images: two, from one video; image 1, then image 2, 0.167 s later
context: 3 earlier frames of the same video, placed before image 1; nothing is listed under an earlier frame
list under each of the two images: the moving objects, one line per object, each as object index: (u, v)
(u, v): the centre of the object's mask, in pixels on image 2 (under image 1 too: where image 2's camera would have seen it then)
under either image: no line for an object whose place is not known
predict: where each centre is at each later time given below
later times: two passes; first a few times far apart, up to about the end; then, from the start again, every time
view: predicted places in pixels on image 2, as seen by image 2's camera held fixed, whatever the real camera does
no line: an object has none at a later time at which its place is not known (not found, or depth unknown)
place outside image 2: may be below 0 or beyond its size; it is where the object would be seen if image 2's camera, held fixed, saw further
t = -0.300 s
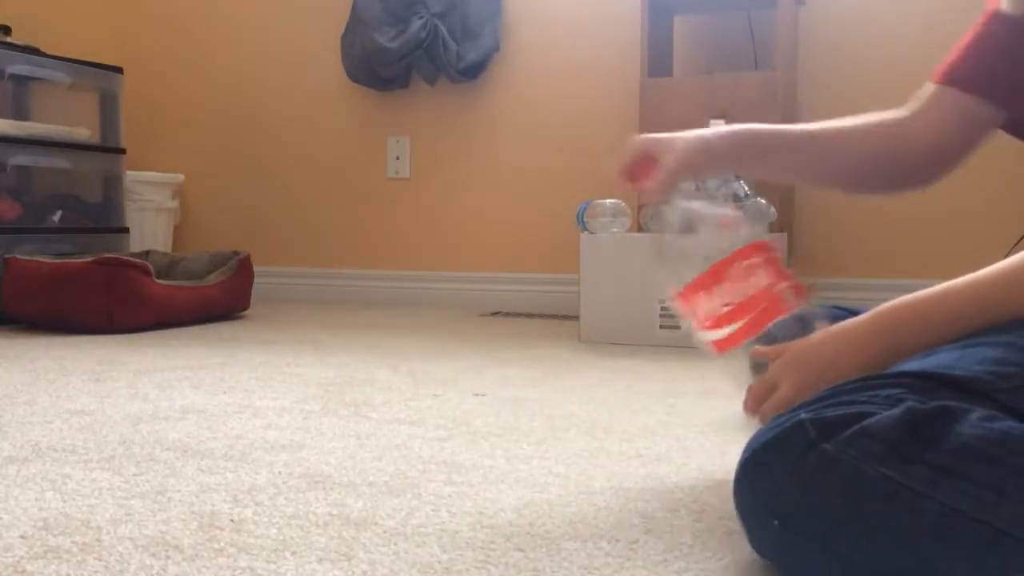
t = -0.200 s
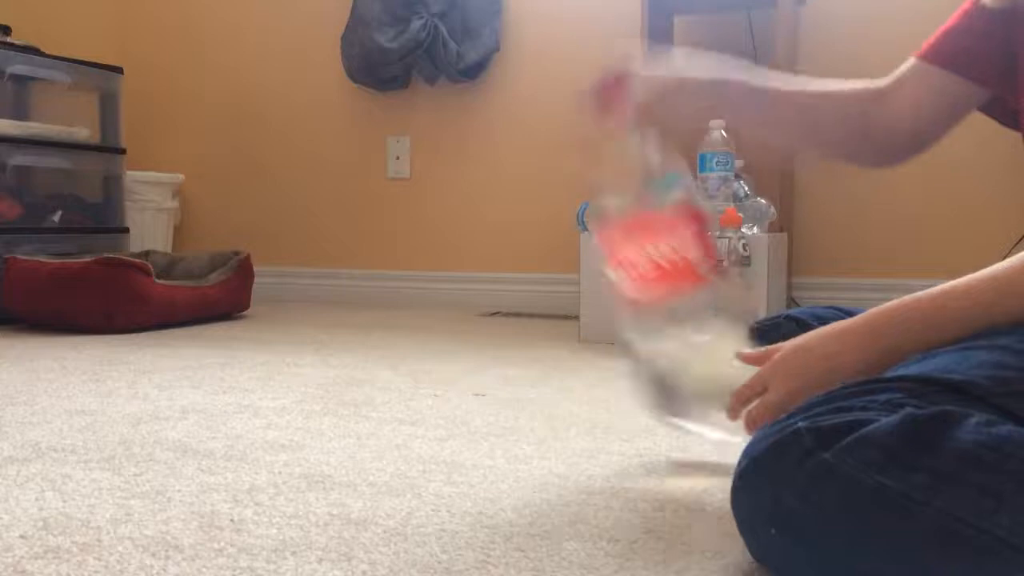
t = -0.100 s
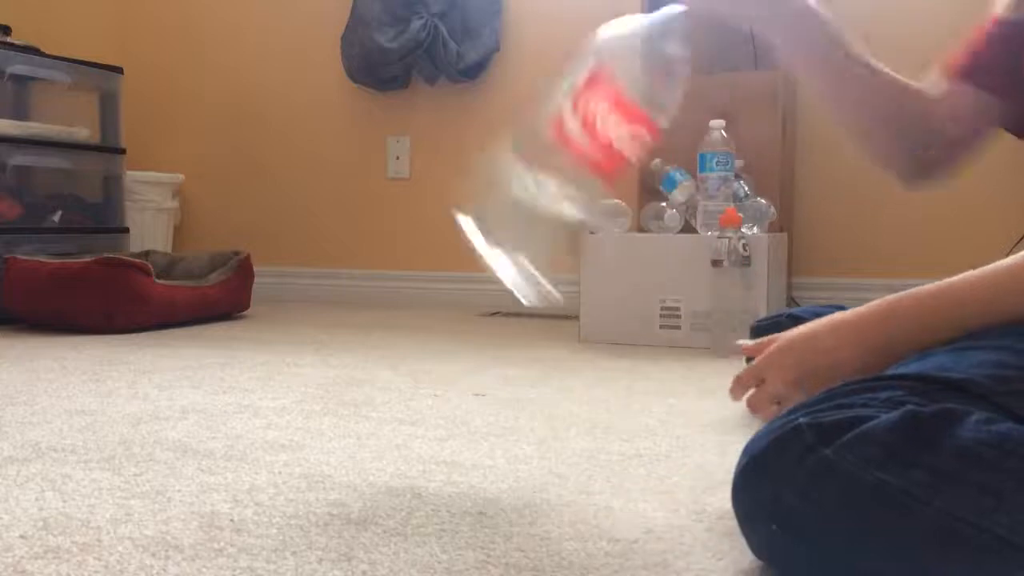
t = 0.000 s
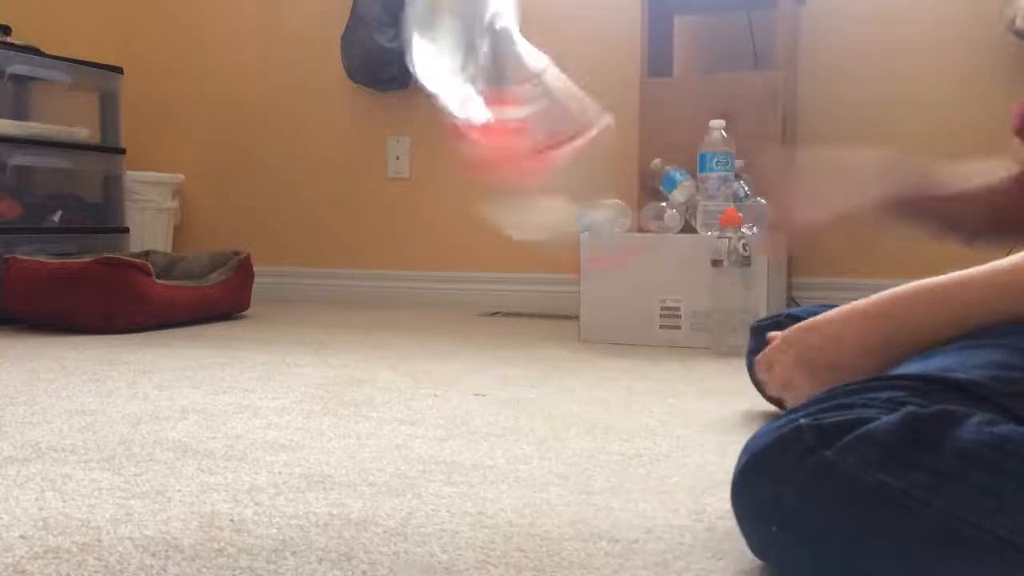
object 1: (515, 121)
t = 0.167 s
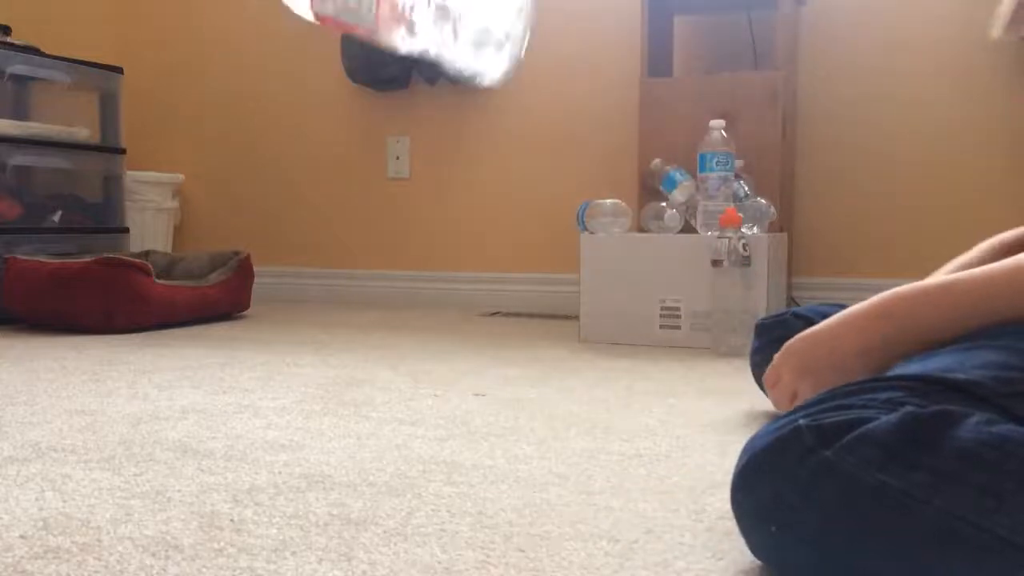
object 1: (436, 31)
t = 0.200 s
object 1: (431, 46)
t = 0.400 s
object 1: (408, 304)
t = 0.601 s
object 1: (423, 303)
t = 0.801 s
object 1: (432, 307)
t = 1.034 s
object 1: (405, 306)
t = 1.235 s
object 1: (407, 306)
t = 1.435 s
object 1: (406, 306)
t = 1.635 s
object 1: (406, 306)
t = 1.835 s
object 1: (406, 306)
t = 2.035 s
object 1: (406, 306)
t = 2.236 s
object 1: (406, 306)
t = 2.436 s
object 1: (406, 306)
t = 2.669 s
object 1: (406, 306)
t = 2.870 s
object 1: (406, 306)
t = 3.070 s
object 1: (407, 305)
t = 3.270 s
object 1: (406, 306)
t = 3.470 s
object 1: (407, 305)
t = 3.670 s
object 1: (406, 306)
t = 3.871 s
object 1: (406, 306)
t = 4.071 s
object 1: (406, 306)
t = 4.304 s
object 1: (406, 306)
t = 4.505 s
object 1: (406, 306)
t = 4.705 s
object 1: (407, 305)
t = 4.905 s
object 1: (406, 306)
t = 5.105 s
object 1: (406, 306)
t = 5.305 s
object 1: (406, 306)
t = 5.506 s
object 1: (406, 306)
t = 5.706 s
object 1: (406, 306)
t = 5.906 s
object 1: (406, 306)
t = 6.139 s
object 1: (406, 306)
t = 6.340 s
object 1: (406, 306)
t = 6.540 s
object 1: (406, 306)
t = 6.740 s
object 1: (406, 306)
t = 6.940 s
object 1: (406, 306)
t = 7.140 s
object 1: (406, 306)
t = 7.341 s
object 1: (407, 305)
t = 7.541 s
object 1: (407, 306)
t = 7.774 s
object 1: (406, 306)
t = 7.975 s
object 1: (406, 306)
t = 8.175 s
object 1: (406, 306)
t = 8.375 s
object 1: (407, 306)
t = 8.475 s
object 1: (407, 306)
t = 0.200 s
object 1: (431, 46)
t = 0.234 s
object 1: (418, 68)
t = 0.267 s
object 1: (406, 97)
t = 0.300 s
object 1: (398, 135)
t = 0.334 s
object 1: (398, 188)
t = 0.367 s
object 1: (402, 254)
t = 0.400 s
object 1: (408, 304)
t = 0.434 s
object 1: (415, 306)
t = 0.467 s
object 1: (415, 305)
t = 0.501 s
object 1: (414, 303)
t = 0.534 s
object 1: (417, 303)
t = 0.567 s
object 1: (420, 304)
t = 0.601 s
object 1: (423, 303)
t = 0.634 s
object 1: (426, 306)
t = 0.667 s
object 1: (430, 307)
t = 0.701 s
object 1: (433, 306)
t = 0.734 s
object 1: (435, 306)
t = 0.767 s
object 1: (434, 307)
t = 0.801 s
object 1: (432, 307)
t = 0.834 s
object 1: (426, 306)
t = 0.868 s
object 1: (420, 306)
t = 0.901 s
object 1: (412, 305)
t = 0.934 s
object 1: (407, 304)
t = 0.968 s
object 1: (403, 304)
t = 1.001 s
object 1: (403, 305)
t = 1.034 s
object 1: (405, 306)
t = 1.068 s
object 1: (405, 305)
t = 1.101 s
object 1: (406, 306)
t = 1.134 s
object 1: (406, 306)
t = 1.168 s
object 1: (406, 306)
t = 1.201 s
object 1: (406, 306)
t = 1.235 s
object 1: (407, 306)
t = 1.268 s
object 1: (408, 306)
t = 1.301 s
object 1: (407, 306)
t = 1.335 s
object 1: (406, 306)
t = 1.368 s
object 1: (406, 306)
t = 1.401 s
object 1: (406, 306)
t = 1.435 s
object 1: (406, 306)
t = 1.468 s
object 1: (406, 305)
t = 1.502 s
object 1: (406, 306)
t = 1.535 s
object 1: (406, 305)
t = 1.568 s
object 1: (406, 306)
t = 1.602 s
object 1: (406, 306)
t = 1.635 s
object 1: (406, 306)
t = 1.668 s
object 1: (406, 306)
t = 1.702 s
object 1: (406, 306)
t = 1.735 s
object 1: (406, 305)
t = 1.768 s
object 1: (406, 305)
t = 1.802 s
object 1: (406, 306)
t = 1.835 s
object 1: (406, 306)
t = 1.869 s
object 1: (406, 306)
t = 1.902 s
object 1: (406, 306)
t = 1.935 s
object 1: (406, 306)
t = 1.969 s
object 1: (406, 306)
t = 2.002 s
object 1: (406, 306)
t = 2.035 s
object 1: (406, 306)
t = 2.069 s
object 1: (406, 305)
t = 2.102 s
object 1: (406, 306)
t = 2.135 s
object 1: (406, 306)
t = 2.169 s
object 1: (406, 306)
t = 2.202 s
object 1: (406, 306)
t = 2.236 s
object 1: (406, 306)
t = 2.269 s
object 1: (406, 306)
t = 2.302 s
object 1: (407, 305)
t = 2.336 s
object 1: (407, 305)
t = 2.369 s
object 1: (406, 306)
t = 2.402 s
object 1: (406, 306)
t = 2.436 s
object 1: (406, 306)
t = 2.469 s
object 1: (406, 306)
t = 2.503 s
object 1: (406, 306)
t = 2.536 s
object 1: (406, 306)
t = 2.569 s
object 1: (406, 306)
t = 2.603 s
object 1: (407, 305)
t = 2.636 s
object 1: (406, 306)
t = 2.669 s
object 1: (406, 306)
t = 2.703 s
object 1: (406, 306)
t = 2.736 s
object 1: (406, 306)
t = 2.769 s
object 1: (407, 305)
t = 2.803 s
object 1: (406, 306)
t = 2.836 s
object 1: (407, 305)
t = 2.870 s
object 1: (406, 306)
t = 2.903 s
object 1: (406, 306)
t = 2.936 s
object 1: (406, 306)
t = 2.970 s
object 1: (406, 306)
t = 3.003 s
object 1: (407, 305)
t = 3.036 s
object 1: (406, 306)
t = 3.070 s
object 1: (407, 305)
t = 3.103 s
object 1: (406, 306)
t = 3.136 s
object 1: (406, 306)
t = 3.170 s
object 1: (406, 306)
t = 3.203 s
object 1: (406, 306)
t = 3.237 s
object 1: (406, 306)
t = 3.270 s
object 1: (406, 306)
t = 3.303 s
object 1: (407, 305)
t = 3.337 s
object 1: (406, 306)
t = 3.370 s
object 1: (406, 306)
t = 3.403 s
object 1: (407, 305)
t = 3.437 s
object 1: (406, 306)
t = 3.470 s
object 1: (407, 305)
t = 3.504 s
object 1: (406, 306)
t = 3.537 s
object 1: (406, 306)
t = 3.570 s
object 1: (406, 306)
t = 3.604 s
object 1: (406, 306)
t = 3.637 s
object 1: (406, 306)
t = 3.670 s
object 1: (406, 306)
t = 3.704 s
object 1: (407, 305)
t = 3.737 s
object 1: (406, 306)
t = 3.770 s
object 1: (406, 306)
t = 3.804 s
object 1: (406, 306)
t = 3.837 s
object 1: (406, 306)
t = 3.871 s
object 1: (406, 306)
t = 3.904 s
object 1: (406, 306)
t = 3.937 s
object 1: (406, 306)
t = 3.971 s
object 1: (407, 305)
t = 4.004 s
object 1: (406, 306)
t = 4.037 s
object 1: (406, 306)
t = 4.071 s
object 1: (406, 306)
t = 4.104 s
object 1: (406, 306)
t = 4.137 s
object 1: (406, 306)
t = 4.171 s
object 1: (406, 306)
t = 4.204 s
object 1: (406, 306)
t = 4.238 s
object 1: (406, 306)
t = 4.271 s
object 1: (406, 306)
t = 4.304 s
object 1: (406, 306)
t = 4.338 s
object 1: (406, 306)
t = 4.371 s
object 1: (406, 306)
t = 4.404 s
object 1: (406, 306)
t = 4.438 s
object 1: (406, 306)
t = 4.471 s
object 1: (407, 305)
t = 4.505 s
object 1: (406, 306)
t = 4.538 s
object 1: (406, 306)
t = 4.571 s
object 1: (406, 306)
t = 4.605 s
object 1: (407, 305)
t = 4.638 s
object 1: (406, 306)
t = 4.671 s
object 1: (406, 306)
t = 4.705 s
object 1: (407, 305)
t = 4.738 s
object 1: (406, 306)
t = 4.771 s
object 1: (406, 306)
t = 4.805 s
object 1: (406, 306)
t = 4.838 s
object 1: (407, 305)
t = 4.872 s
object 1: (406, 306)
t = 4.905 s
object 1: (406, 306)
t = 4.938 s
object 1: (406, 306)
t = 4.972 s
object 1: (406, 306)
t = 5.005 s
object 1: (406, 306)
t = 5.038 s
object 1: (406, 306)
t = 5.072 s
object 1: (407, 305)
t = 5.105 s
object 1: (406, 306)
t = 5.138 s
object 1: (406, 306)
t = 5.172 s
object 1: (406, 306)
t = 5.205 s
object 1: (406, 306)
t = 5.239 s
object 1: (406, 306)
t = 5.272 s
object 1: (406, 306)
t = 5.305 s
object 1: (406, 306)
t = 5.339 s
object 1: (406, 306)
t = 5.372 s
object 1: (406, 306)
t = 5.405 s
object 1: (406, 306)
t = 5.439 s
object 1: (406, 306)
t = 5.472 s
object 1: (406, 306)
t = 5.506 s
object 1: (406, 306)
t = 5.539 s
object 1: (406, 306)
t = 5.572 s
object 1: (406, 306)
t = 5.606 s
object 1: (406, 306)
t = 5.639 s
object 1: (406, 306)
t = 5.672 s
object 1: (406, 306)
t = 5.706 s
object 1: (406, 306)
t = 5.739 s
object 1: (406, 306)
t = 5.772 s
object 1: (406, 306)
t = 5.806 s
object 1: (406, 306)
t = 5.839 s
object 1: (406, 306)
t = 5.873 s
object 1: (406, 306)
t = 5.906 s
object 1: (406, 306)
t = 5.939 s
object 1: (406, 306)
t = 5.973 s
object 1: (406, 306)
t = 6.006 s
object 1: (406, 306)
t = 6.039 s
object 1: (406, 306)
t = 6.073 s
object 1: (406, 306)
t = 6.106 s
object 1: (406, 306)
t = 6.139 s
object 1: (406, 306)
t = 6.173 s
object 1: (406, 306)
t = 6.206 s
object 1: (406, 306)
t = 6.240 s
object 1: (406, 306)
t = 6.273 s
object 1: (406, 306)
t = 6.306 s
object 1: (406, 306)
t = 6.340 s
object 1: (406, 306)
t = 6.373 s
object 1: (406, 306)
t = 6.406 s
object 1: (406, 306)
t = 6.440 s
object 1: (406, 306)
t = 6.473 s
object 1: (406, 306)
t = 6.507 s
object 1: (406, 306)
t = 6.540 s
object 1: (406, 306)
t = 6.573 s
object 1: (406, 306)
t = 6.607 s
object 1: (406, 306)
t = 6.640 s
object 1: (406, 306)
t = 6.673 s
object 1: (406, 306)
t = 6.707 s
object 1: (406, 306)
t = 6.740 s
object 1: (406, 306)
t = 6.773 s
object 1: (406, 306)
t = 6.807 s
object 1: (406, 306)
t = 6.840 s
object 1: (406, 306)
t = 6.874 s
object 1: (406, 306)
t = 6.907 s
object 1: (406, 306)
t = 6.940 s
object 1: (406, 306)
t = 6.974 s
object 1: (406, 306)
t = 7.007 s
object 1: (406, 306)
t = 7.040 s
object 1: (406, 306)
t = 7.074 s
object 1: (406, 306)
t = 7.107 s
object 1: (406, 306)
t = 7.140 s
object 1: (406, 306)
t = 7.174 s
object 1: (406, 306)
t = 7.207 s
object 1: (406, 306)
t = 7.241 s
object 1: (406, 306)
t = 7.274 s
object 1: (406, 306)
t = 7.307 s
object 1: (406, 306)
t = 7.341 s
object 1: (407, 305)
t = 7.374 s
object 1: (407, 306)
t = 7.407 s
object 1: (407, 306)
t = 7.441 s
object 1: (406, 306)
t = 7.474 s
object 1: (407, 306)
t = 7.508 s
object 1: (407, 306)
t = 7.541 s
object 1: (407, 306)
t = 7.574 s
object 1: (407, 305)
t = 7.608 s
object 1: (407, 306)
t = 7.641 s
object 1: (407, 306)
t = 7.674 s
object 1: (407, 306)
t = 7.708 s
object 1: (407, 306)
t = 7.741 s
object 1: (407, 306)
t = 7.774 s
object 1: (406, 306)
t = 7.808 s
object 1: (407, 305)
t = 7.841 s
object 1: (406, 306)
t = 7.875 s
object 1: (407, 306)
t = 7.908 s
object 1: (406, 306)
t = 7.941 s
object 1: (406, 306)
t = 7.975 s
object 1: (406, 306)
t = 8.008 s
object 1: (407, 306)
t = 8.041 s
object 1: (407, 305)
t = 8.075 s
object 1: (406, 306)
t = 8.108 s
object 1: (406, 306)
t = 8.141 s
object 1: (406, 306)
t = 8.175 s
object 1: (406, 306)
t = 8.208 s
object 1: (406, 306)
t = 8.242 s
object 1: (407, 306)
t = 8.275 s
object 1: (406, 306)
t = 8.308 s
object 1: (407, 305)
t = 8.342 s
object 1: (406, 306)
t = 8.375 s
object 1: (407, 306)
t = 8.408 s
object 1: (406, 306)
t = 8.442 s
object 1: (407, 306)
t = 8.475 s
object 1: (407, 306)
